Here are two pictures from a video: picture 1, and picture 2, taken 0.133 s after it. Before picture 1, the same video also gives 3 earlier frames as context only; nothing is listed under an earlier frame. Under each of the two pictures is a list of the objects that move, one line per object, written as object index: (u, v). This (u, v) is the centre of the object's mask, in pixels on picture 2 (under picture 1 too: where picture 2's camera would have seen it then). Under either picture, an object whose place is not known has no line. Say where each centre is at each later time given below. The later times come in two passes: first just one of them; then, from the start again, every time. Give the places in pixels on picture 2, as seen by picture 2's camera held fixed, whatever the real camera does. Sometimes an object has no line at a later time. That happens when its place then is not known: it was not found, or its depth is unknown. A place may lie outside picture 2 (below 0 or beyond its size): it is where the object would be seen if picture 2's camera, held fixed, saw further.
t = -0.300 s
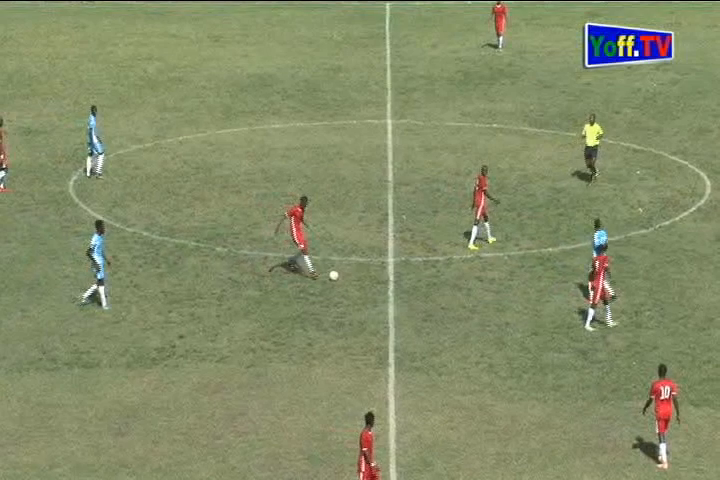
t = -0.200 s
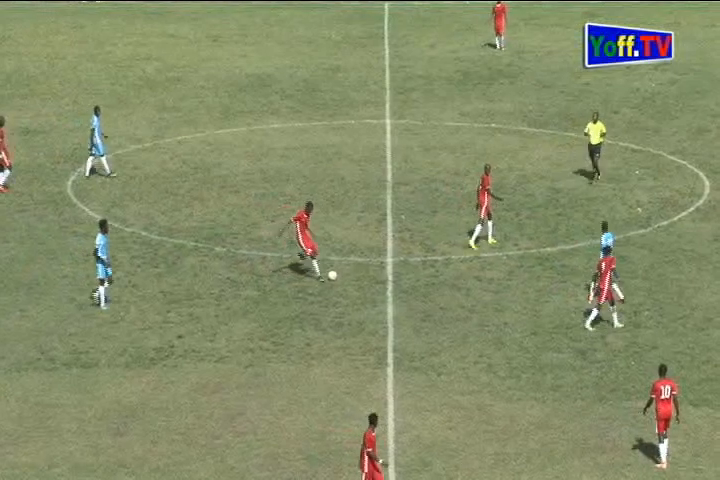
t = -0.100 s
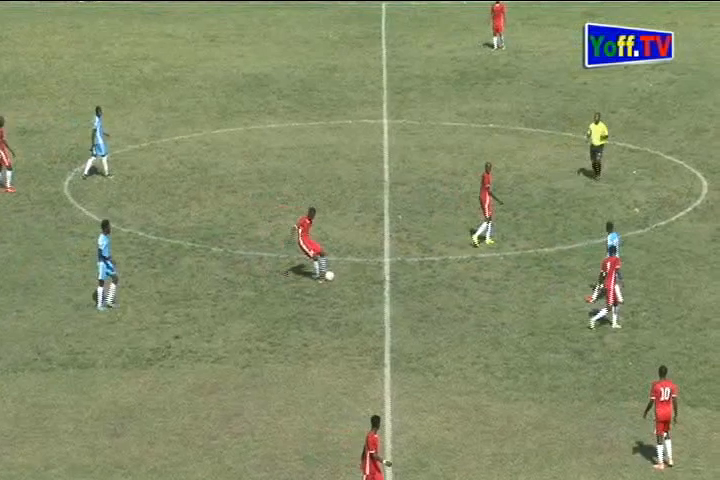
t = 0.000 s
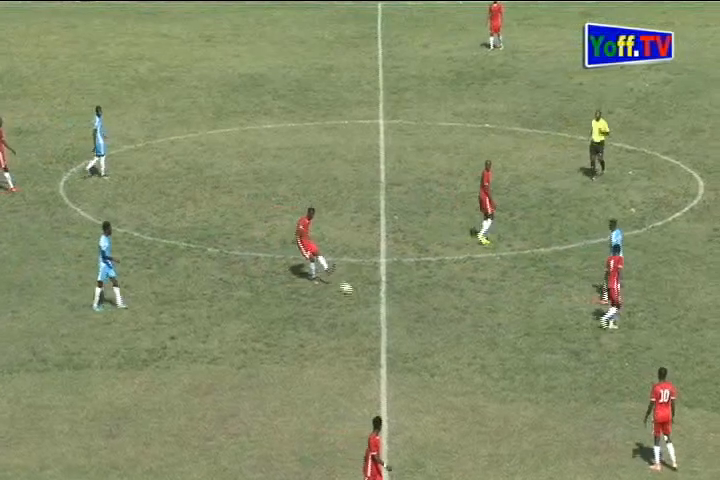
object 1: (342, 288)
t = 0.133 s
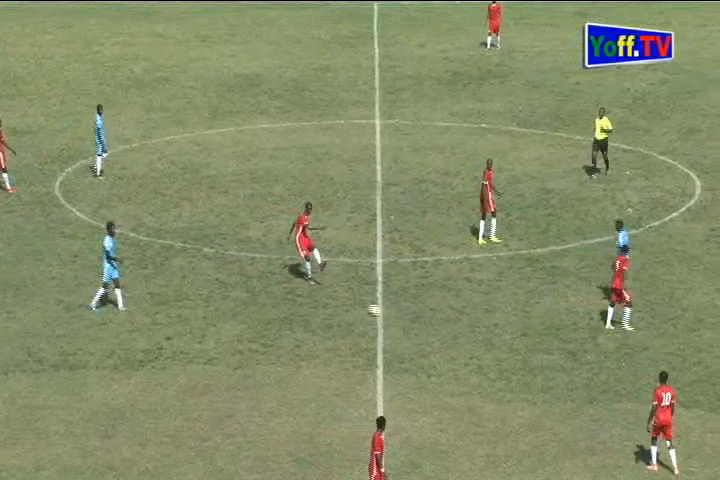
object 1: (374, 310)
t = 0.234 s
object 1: (396, 325)
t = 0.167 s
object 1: (381, 314)
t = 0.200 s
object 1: (390, 320)
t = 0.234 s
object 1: (396, 325)
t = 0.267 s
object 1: (403, 331)
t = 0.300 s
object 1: (411, 338)
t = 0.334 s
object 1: (418, 344)
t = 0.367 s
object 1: (425, 349)
